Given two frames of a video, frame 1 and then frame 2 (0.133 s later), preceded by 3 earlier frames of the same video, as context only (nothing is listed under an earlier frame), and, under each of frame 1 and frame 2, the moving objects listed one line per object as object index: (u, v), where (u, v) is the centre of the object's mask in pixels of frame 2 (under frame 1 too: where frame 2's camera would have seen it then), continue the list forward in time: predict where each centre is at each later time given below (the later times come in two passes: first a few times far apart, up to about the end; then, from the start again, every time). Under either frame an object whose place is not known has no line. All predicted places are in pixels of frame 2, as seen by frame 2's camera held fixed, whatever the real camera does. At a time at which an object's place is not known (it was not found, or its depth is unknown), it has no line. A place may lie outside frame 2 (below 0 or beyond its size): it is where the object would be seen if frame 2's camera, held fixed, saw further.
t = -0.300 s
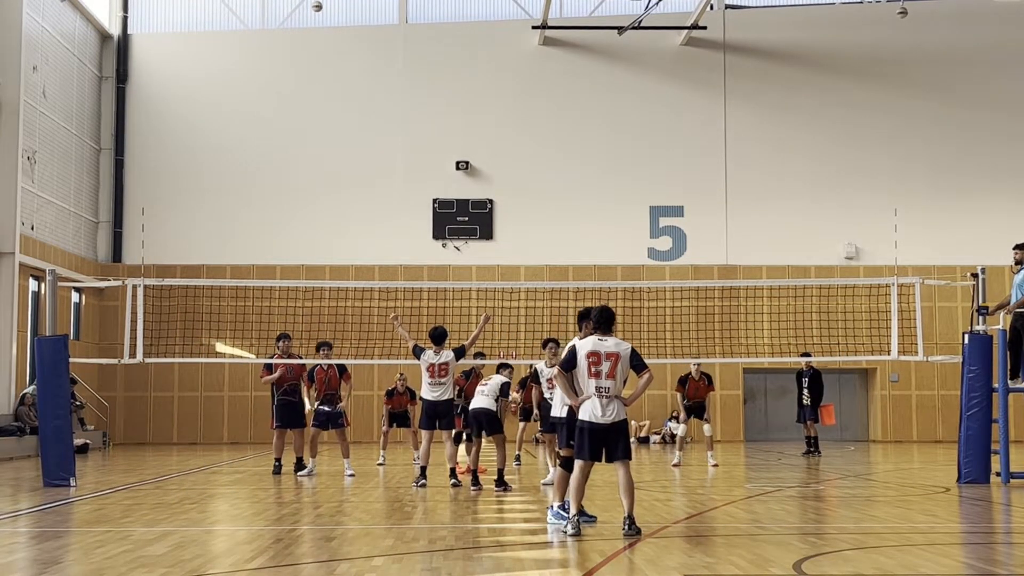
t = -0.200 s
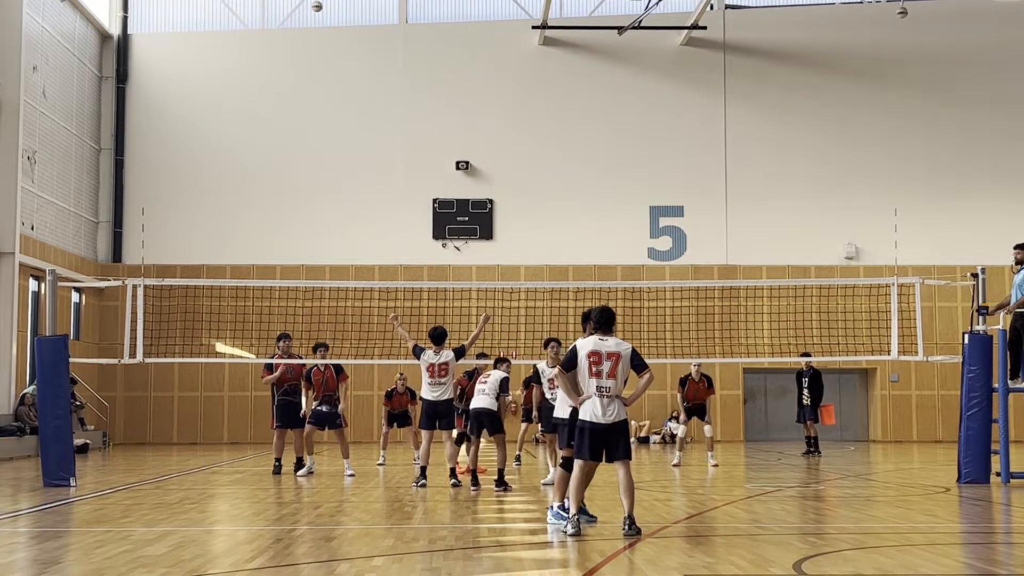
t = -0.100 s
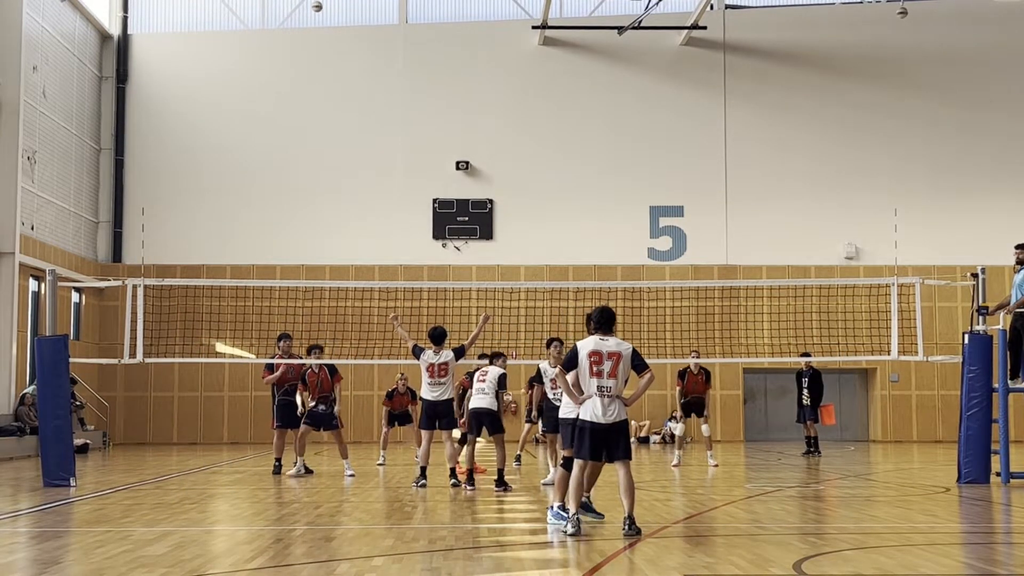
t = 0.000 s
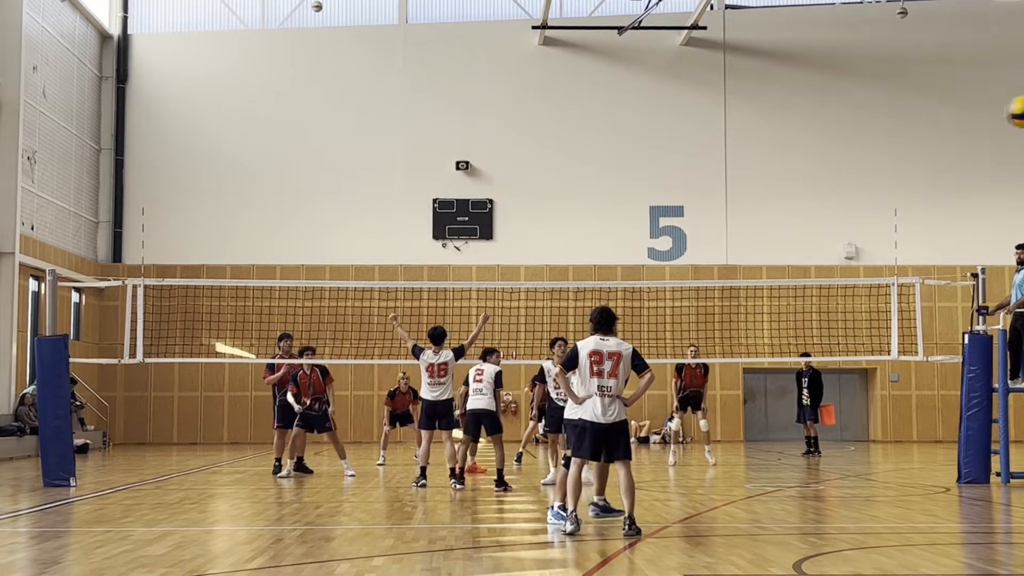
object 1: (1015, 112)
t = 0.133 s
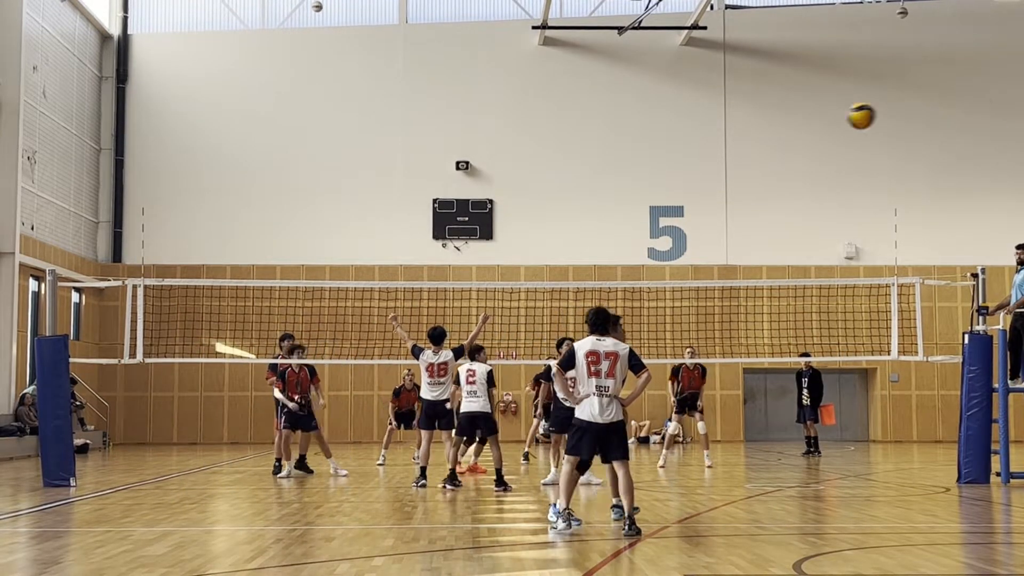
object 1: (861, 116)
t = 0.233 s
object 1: (774, 130)
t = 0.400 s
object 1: (669, 170)
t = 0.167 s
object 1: (829, 120)
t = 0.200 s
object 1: (800, 124)
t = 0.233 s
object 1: (774, 130)
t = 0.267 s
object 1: (749, 137)
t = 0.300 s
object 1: (727, 145)
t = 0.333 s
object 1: (706, 153)
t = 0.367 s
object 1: (687, 161)
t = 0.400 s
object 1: (669, 170)
